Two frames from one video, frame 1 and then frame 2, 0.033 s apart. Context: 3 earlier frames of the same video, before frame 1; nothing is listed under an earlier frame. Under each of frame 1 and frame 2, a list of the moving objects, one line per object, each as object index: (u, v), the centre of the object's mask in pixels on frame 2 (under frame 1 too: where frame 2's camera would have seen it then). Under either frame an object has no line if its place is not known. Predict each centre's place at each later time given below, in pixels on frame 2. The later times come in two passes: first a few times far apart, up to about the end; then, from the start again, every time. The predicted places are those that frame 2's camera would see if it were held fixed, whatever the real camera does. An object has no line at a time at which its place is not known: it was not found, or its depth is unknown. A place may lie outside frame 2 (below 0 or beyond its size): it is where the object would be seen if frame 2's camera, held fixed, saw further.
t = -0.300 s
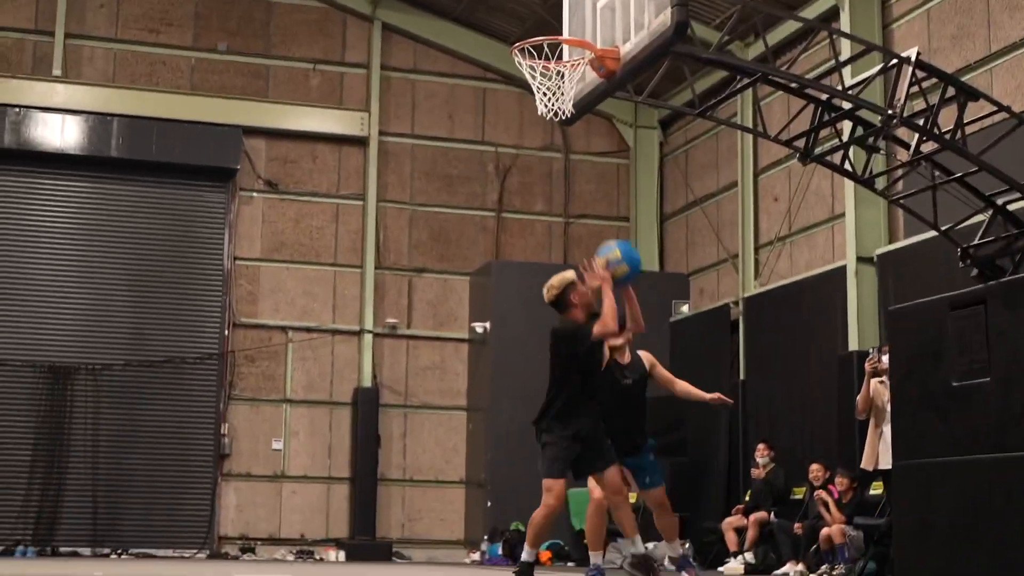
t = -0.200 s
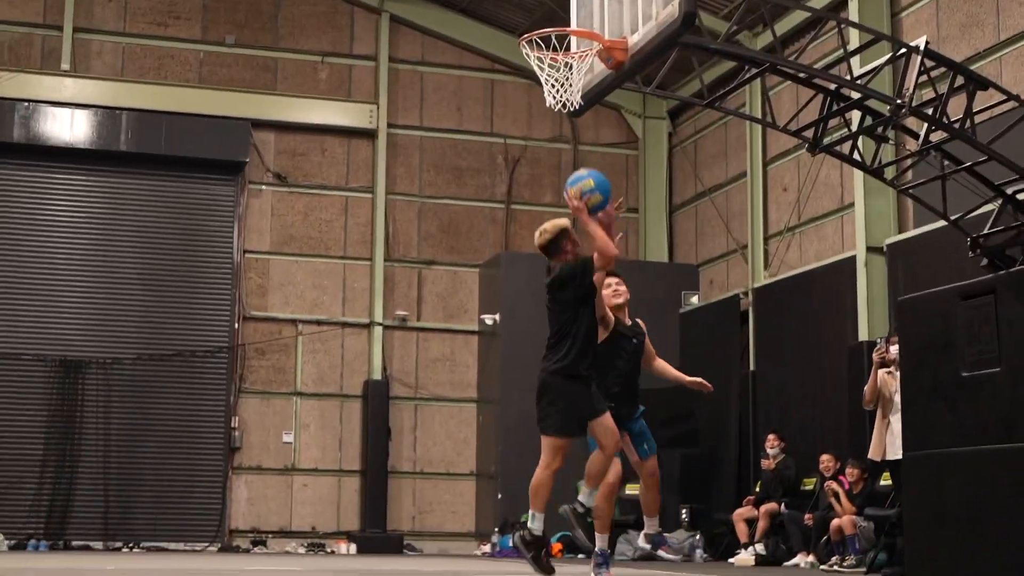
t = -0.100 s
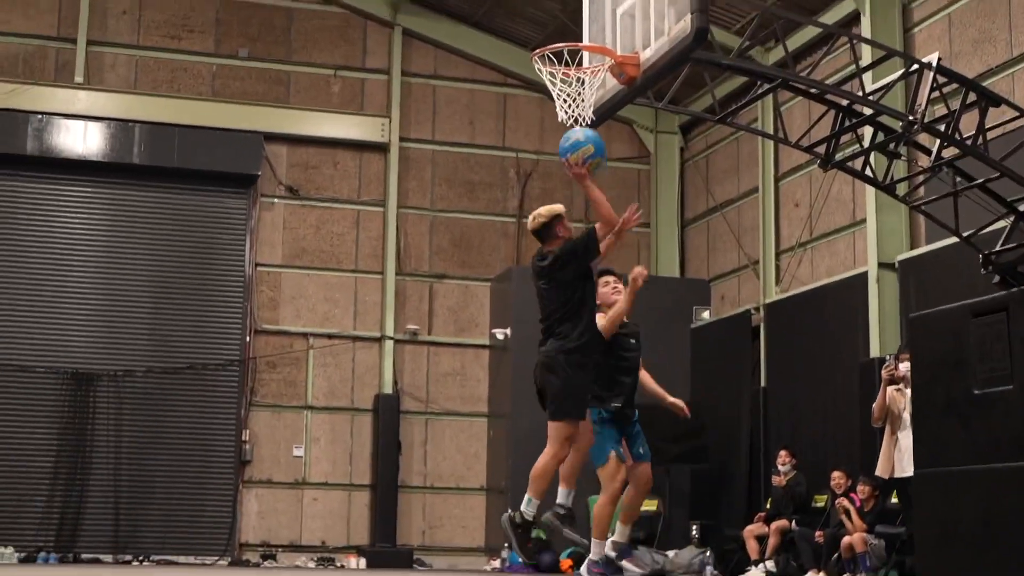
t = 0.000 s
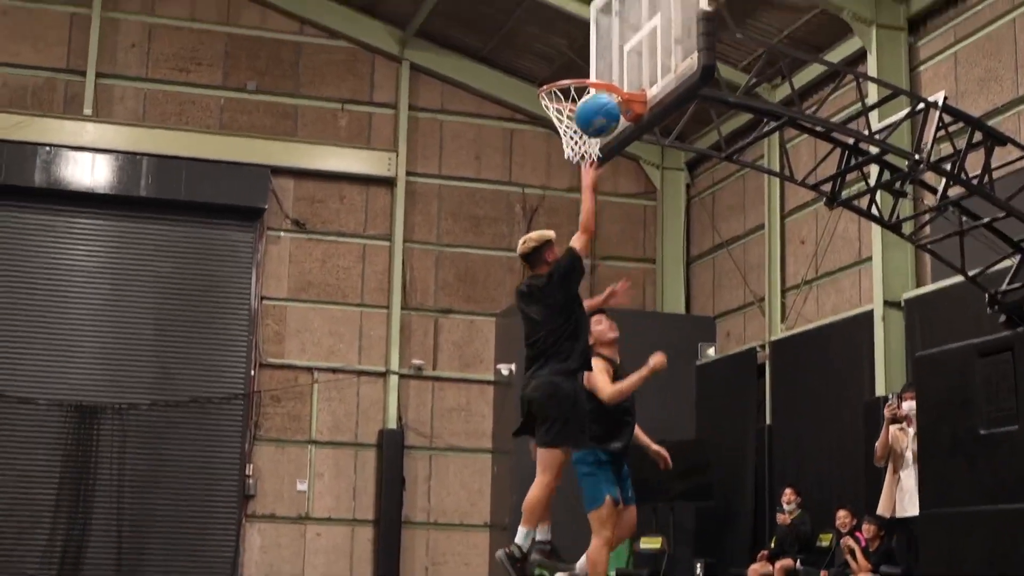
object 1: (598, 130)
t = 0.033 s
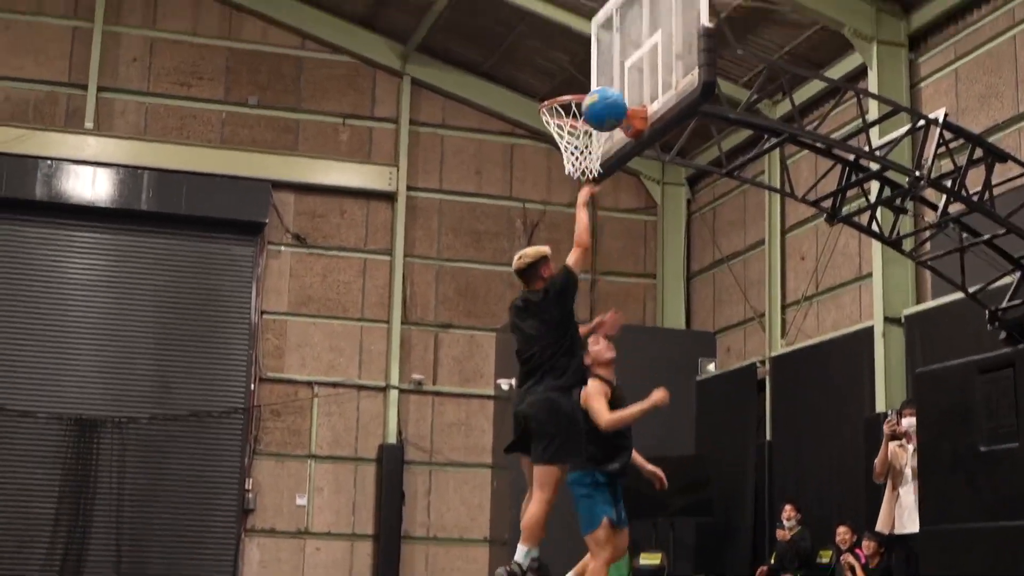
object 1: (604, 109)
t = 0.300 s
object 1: (634, 19)
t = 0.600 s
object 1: (555, 84)
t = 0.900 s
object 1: (592, 108)
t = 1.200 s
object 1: (565, 149)
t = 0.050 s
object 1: (607, 99)
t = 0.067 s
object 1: (611, 90)
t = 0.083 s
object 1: (614, 81)
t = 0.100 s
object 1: (617, 73)
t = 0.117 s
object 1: (619, 65)
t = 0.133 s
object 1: (622, 58)
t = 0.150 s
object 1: (625, 51)
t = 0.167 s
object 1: (628, 45)
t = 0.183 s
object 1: (631, 40)
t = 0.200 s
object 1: (634, 35)
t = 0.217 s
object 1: (636, 30)
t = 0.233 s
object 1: (639, 26)
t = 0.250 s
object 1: (641, 22)
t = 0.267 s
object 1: (641, 20)
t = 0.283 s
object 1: (638, 20)
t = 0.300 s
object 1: (634, 19)
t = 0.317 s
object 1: (629, 18)
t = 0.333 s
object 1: (625, 19)
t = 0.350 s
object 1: (621, 20)
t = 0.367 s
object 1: (617, 21)
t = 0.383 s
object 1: (612, 23)
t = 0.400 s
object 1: (608, 24)
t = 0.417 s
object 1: (604, 27)
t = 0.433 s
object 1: (599, 31)
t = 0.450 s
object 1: (595, 34)
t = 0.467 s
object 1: (591, 38)
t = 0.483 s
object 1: (587, 42)
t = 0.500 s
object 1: (582, 47)
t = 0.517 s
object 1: (577, 53)
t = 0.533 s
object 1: (573, 59)
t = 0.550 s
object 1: (569, 65)
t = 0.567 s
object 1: (564, 72)
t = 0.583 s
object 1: (560, 79)
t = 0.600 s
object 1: (555, 84)
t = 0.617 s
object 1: (552, 90)
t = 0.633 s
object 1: (555, 88)
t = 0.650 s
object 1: (558, 86)
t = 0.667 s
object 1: (561, 85)
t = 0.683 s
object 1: (564, 85)
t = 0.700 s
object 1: (567, 84)
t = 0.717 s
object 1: (569, 84)
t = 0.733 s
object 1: (572, 84)
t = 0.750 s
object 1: (575, 84)
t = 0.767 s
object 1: (578, 85)
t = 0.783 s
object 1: (581, 86)
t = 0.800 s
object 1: (584, 87)
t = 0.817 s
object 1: (587, 88)
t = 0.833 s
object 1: (590, 90)
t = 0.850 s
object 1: (591, 98)
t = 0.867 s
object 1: (593, 100)
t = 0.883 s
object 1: (595, 108)
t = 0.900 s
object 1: (592, 108)
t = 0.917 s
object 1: (590, 107)
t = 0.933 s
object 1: (588, 107)
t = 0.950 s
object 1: (584, 108)
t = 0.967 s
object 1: (581, 109)
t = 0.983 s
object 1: (579, 111)
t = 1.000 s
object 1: (576, 113)
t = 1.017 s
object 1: (573, 115)
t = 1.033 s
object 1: (571, 119)
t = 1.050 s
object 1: (567, 122)
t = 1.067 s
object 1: (564, 124)
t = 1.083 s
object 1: (561, 127)
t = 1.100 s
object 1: (561, 130)
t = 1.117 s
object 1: (561, 131)
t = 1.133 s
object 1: (561, 134)
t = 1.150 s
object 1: (562, 138)
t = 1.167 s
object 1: (562, 142)
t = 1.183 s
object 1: (564, 145)
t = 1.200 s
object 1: (565, 149)
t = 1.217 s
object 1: (566, 152)
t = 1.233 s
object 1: (566, 156)
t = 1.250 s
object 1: (566, 160)
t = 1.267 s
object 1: (568, 165)
